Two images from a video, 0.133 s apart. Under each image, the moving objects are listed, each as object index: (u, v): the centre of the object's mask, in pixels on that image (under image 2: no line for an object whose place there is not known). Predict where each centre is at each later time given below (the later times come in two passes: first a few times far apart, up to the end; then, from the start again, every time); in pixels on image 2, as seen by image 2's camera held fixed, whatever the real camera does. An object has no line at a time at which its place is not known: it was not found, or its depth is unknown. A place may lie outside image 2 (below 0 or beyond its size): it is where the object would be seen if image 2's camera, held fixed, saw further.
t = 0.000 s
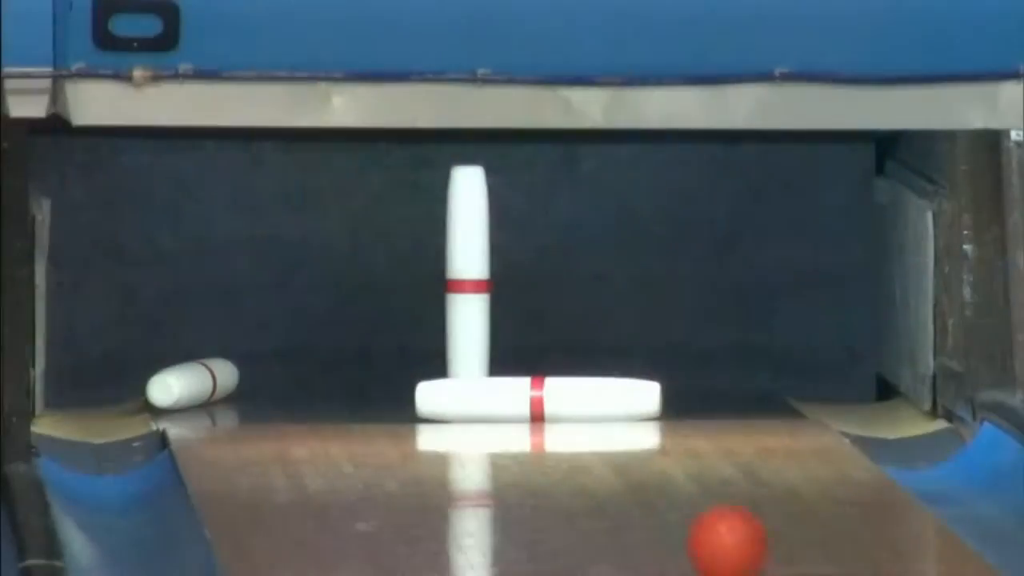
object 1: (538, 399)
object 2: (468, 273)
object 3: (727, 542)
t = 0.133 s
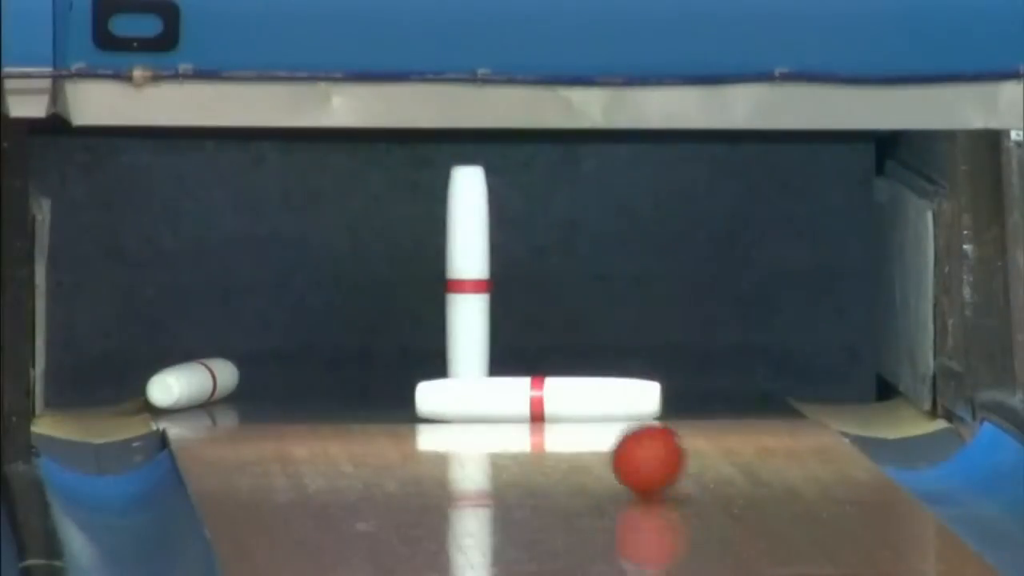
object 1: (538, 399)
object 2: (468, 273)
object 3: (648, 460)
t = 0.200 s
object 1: (524, 397)
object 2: (467, 273)
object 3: (613, 423)
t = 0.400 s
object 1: (608, 344)
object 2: (408, 295)
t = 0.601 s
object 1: (838, 397)
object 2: (205, 289)
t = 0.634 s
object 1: (817, 385)
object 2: (167, 298)
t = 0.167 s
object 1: (533, 398)
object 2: (467, 273)
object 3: (631, 441)
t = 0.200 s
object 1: (524, 397)
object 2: (467, 273)
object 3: (613, 423)
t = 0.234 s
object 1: (493, 399)
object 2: (467, 273)
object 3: (597, 401)
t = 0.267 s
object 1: (525, 399)
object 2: (467, 273)
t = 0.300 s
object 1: (544, 385)
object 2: (467, 268)
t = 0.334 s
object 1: (568, 362)
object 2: (461, 293)
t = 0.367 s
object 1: (586, 350)
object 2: (433, 296)
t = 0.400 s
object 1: (608, 344)
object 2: (408, 295)
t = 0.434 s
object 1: (658, 350)
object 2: (370, 321)
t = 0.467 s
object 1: (703, 361)
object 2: (329, 317)
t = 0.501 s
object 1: (734, 374)
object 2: (296, 295)
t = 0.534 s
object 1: (748, 386)
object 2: (269, 286)
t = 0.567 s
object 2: (241, 287)
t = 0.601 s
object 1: (838, 397)
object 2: (205, 289)
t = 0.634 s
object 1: (817, 385)
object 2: (167, 298)
